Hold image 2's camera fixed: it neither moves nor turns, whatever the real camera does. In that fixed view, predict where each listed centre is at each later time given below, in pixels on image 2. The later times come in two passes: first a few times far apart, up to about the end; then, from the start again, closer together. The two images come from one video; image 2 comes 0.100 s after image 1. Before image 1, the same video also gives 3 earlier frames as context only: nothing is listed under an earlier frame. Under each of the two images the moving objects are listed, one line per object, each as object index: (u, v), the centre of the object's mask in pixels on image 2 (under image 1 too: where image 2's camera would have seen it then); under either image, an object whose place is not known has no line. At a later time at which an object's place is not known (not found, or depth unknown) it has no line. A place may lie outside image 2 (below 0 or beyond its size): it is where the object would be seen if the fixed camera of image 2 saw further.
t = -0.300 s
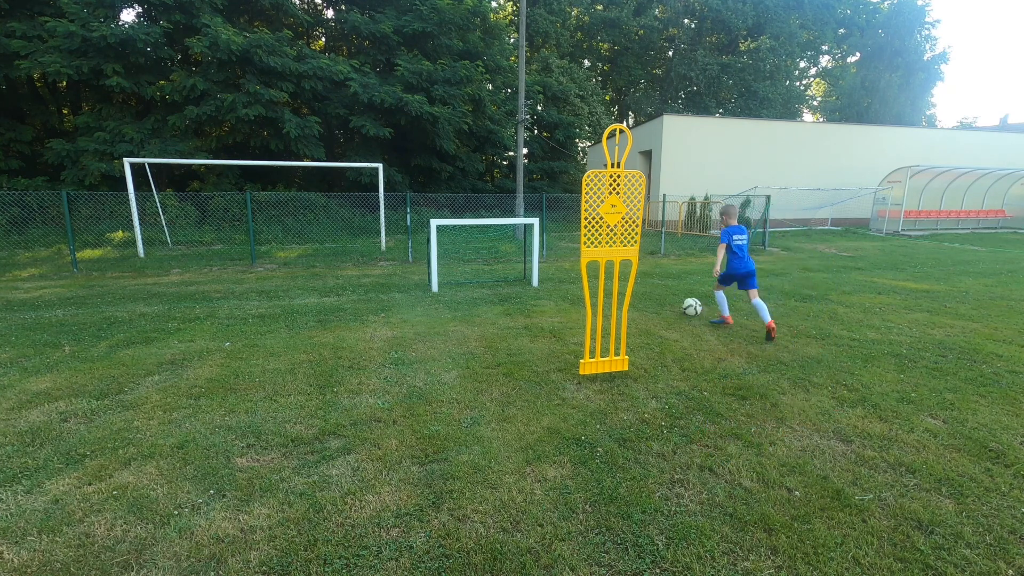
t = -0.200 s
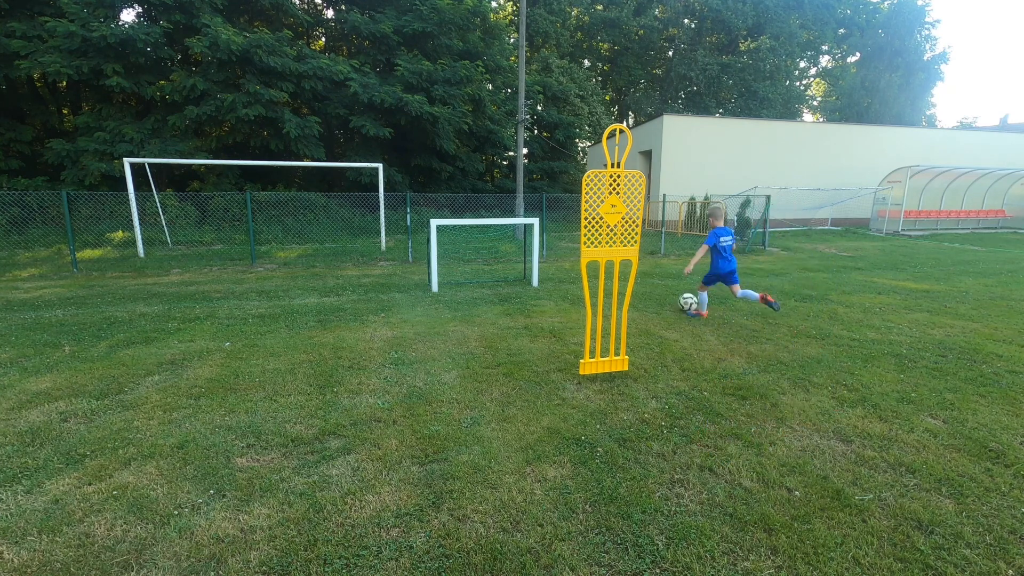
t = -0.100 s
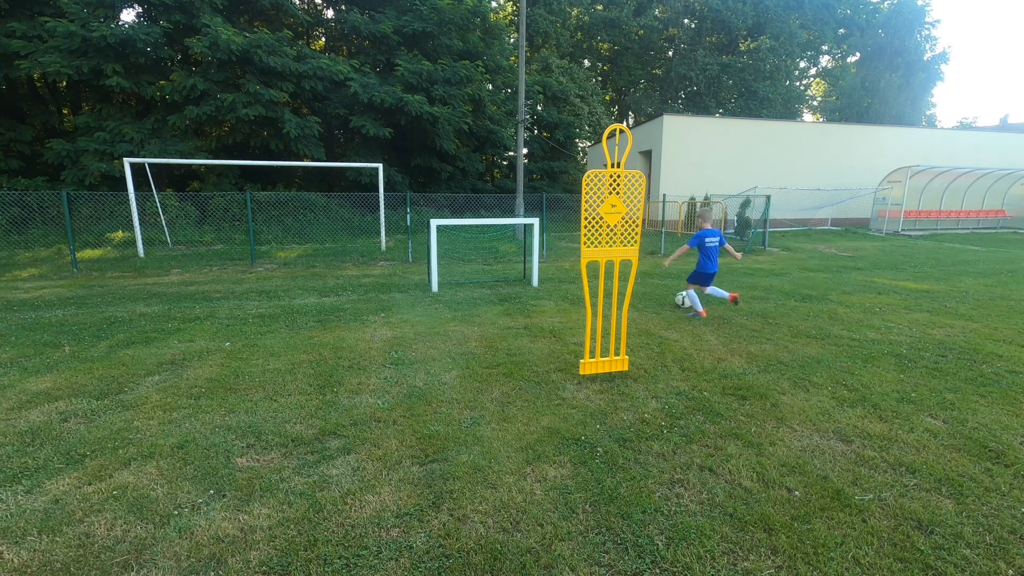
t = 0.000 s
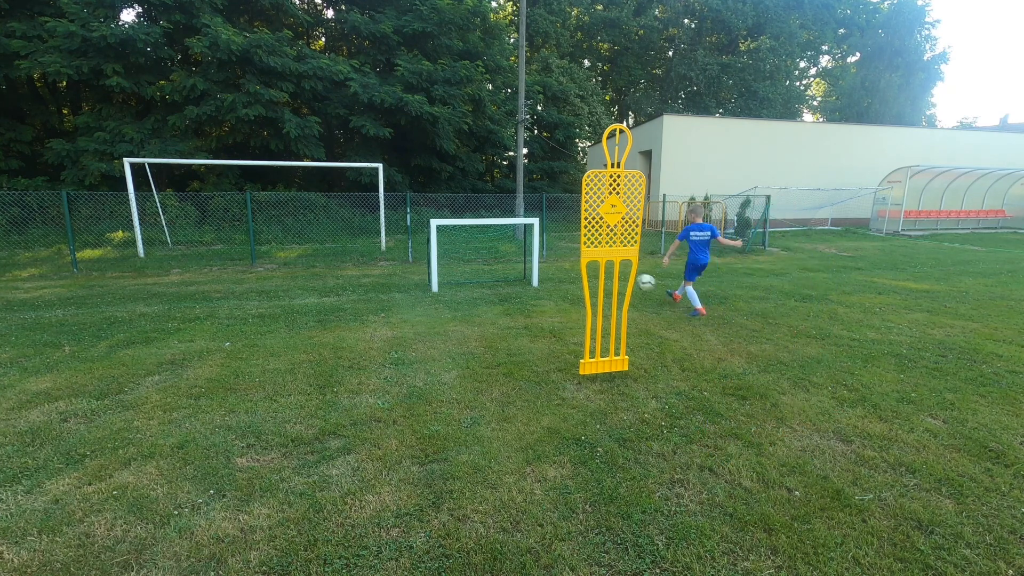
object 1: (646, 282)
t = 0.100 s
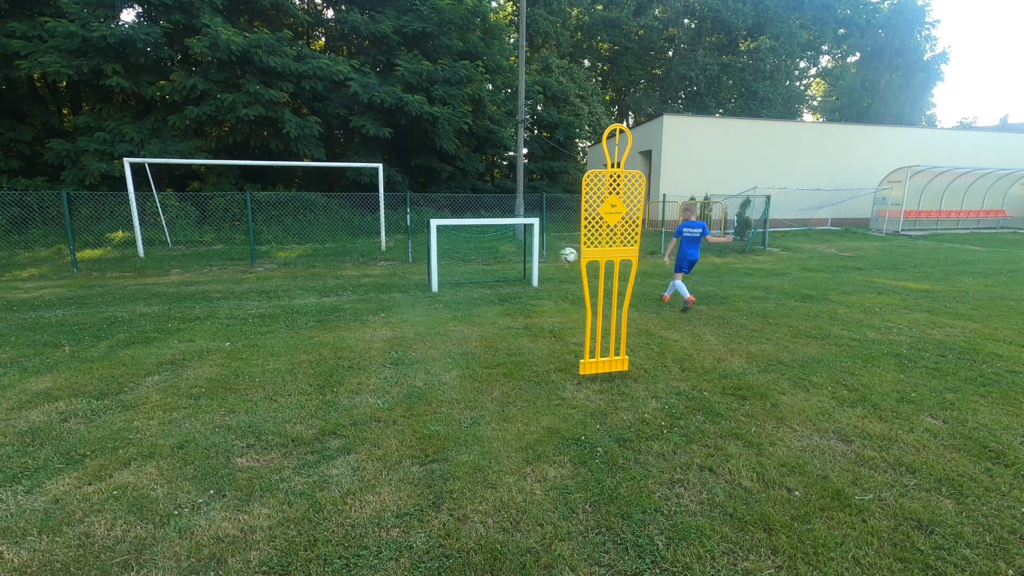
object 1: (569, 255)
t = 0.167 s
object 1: (522, 243)
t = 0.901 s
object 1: (439, 279)
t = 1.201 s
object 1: (458, 279)
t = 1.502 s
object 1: (476, 278)
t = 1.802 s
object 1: (489, 277)
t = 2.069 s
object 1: (497, 276)
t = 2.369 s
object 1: (502, 276)
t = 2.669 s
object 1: (500, 276)
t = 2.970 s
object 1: (499, 276)
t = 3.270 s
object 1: (499, 277)
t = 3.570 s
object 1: (500, 277)
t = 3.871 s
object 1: (500, 277)
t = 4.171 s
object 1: (500, 277)
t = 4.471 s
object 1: (500, 277)
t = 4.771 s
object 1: (500, 277)
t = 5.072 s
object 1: (500, 276)
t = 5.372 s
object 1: (500, 277)
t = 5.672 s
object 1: (500, 276)
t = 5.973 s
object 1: (500, 276)
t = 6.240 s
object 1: (500, 276)
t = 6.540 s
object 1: (499, 276)
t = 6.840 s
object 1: (499, 276)
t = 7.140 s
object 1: (500, 277)
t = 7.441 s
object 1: (499, 277)
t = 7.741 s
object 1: (499, 276)
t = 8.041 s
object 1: (499, 276)
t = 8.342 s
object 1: (499, 276)
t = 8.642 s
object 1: (500, 277)
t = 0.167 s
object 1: (522, 243)
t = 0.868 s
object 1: (428, 275)
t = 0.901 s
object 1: (439, 279)
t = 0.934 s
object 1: (440, 280)
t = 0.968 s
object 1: (442, 279)
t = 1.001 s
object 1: (443, 280)
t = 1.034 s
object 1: (446, 280)
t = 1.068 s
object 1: (449, 281)
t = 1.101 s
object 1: (451, 281)
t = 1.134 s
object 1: (454, 281)
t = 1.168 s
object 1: (456, 280)
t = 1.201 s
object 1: (458, 279)
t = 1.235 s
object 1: (460, 279)
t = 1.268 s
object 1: (463, 279)
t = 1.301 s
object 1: (465, 279)
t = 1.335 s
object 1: (467, 279)
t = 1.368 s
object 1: (469, 279)
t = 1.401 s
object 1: (471, 279)
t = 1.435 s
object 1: (473, 279)
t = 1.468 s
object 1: (474, 278)
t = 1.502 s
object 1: (476, 278)
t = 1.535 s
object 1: (478, 278)
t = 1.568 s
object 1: (479, 278)
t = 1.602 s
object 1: (481, 277)
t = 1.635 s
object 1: (483, 277)
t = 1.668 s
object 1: (484, 277)
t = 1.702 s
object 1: (485, 277)
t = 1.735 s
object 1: (487, 277)
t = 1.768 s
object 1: (488, 277)
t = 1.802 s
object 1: (489, 277)
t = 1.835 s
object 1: (490, 277)
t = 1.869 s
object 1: (491, 276)
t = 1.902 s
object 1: (492, 276)
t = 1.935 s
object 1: (493, 276)
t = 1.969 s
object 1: (494, 276)
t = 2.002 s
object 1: (495, 276)
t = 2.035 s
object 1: (496, 276)
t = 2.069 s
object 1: (497, 276)
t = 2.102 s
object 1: (498, 276)
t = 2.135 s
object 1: (498, 276)
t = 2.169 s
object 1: (499, 276)
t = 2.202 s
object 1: (500, 276)
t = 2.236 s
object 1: (501, 276)
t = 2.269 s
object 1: (501, 276)
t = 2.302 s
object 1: (501, 276)
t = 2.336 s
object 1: (502, 276)
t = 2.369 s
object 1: (502, 276)
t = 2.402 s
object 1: (502, 276)
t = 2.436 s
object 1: (502, 276)
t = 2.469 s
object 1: (502, 276)
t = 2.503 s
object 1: (502, 276)
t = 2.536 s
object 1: (501, 276)
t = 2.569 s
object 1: (501, 276)
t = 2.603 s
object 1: (501, 276)
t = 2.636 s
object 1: (500, 277)
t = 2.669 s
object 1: (500, 276)
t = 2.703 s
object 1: (500, 276)
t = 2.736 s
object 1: (499, 276)
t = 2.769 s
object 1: (499, 277)
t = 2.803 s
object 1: (499, 276)
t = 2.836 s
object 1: (499, 276)
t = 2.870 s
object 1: (499, 276)
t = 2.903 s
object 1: (499, 276)
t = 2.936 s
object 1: (499, 276)
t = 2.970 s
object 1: (499, 276)
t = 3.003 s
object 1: (499, 276)
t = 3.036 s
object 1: (499, 277)
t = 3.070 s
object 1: (499, 277)
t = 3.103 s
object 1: (499, 277)
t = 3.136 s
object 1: (499, 277)
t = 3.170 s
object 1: (499, 277)
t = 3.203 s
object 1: (499, 277)
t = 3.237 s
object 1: (499, 277)
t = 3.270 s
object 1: (499, 277)
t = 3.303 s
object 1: (499, 277)
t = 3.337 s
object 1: (499, 277)
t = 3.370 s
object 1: (500, 277)
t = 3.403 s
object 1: (500, 277)
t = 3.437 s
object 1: (500, 277)
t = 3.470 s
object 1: (499, 277)
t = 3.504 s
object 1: (500, 277)
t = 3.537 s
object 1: (500, 277)
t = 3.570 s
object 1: (500, 277)
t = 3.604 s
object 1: (500, 277)
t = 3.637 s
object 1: (499, 277)
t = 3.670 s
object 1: (500, 277)
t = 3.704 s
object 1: (500, 277)
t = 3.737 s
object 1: (500, 277)
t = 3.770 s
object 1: (500, 277)
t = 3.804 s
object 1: (500, 277)
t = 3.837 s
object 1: (500, 277)
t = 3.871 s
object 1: (500, 277)
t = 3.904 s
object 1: (500, 277)
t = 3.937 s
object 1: (500, 277)
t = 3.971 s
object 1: (500, 277)
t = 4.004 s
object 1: (499, 277)
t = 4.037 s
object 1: (500, 277)
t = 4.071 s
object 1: (500, 277)
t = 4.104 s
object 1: (500, 277)
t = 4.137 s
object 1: (500, 277)
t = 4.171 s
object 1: (500, 277)
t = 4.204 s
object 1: (499, 277)
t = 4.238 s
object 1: (499, 277)
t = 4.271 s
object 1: (500, 277)
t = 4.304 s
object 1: (500, 277)
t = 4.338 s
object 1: (500, 277)
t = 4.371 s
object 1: (500, 277)
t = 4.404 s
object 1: (500, 277)
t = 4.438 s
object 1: (500, 277)
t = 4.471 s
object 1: (500, 277)
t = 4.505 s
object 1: (499, 276)
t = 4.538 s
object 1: (500, 277)
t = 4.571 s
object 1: (499, 276)
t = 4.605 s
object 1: (500, 276)
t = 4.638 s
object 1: (500, 276)
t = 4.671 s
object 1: (499, 277)
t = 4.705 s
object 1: (500, 277)
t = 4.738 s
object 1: (500, 277)
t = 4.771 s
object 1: (500, 277)
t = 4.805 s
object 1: (500, 277)
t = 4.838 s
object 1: (500, 277)
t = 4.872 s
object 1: (500, 277)
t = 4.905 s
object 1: (500, 277)
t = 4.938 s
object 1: (500, 277)
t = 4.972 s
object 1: (500, 276)
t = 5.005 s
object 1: (500, 276)
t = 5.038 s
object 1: (500, 277)
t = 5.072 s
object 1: (500, 276)
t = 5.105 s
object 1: (500, 276)
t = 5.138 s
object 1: (500, 276)
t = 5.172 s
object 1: (500, 277)
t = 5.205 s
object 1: (499, 277)
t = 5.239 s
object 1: (499, 277)
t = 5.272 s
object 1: (500, 277)
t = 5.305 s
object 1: (500, 277)
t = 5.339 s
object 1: (500, 276)
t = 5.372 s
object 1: (500, 277)
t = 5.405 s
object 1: (500, 277)
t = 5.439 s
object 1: (500, 277)
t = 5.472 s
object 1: (500, 277)
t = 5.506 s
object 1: (500, 276)
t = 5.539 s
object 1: (500, 276)
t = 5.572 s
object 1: (500, 276)
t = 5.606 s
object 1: (500, 277)
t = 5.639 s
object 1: (500, 276)
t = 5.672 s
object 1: (500, 276)
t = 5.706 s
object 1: (500, 276)
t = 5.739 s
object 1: (500, 276)
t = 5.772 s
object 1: (500, 276)
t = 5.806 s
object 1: (500, 276)
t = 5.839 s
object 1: (500, 276)
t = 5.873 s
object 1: (499, 276)
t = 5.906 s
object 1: (499, 276)
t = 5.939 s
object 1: (500, 277)
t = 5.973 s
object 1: (500, 276)
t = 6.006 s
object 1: (500, 276)
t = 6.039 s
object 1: (500, 276)
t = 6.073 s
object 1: (500, 276)
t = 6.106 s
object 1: (500, 276)
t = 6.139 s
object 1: (499, 276)
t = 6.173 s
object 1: (500, 276)
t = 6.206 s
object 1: (500, 276)
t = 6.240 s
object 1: (500, 276)
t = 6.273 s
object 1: (500, 276)
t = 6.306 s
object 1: (499, 276)
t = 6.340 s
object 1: (499, 276)
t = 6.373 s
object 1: (499, 276)
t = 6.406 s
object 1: (499, 276)
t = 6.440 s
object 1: (499, 276)
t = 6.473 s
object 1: (499, 277)
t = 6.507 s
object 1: (499, 277)
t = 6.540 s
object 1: (499, 276)
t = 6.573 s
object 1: (500, 276)
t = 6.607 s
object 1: (499, 276)
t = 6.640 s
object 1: (499, 277)
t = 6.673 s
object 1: (499, 277)
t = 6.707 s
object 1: (500, 276)
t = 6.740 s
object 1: (500, 276)
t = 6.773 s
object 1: (500, 277)
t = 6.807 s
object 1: (500, 276)
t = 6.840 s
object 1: (499, 276)
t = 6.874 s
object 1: (500, 276)
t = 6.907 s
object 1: (500, 276)
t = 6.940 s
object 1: (499, 277)
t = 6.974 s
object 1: (499, 276)
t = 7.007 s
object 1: (500, 276)
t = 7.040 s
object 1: (499, 276)
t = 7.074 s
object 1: (499, 276)
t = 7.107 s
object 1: (500, 276)
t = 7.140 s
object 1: (500, 277)
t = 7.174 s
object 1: (499, 277)
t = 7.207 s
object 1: (499, 277)
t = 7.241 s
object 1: (499, 277)
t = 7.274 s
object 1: (499, 277)
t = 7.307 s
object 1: (499, 277)
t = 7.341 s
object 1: (499, 276)
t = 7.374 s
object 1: (500, 277)
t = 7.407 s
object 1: (499, 276)
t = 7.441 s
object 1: (499, 277)
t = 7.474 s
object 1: (499, 276)
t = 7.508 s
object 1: (499, 276)
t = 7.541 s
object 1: (499, 276)
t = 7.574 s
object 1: (499, 276)
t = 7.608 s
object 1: (499, 277)
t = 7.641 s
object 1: (499, 276)
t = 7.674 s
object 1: (499, 276)
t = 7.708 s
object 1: (499, 276)
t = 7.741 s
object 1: (499, 276)
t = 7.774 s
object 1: (499, 276)
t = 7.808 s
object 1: (499, 276)
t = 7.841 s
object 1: (500, 277)
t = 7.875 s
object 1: (499, 276)
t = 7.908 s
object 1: (499, 276)
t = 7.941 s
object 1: (500, 276)
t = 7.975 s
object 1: (499, 276)
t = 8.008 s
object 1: (499, 276)
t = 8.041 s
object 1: (499, 276)
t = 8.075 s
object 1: (499, 276)
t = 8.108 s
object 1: (499, 276)
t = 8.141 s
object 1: (499, 276)
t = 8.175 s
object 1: (499, 276)
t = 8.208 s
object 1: (499, 276)
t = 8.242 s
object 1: (500, 277)
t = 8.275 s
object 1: (499, 276)
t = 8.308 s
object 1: (499, 276)
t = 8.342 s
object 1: (499, 276)
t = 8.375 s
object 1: (499, 276)
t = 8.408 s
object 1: (499, 276)
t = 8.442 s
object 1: (499, 276)
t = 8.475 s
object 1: (500, 277)
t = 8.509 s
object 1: (500, 277)
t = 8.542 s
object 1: (500, 277)
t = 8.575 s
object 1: (499, 277)
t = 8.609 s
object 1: (500, 277)
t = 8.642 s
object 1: (500, 277)
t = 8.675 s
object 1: (500, 277)
